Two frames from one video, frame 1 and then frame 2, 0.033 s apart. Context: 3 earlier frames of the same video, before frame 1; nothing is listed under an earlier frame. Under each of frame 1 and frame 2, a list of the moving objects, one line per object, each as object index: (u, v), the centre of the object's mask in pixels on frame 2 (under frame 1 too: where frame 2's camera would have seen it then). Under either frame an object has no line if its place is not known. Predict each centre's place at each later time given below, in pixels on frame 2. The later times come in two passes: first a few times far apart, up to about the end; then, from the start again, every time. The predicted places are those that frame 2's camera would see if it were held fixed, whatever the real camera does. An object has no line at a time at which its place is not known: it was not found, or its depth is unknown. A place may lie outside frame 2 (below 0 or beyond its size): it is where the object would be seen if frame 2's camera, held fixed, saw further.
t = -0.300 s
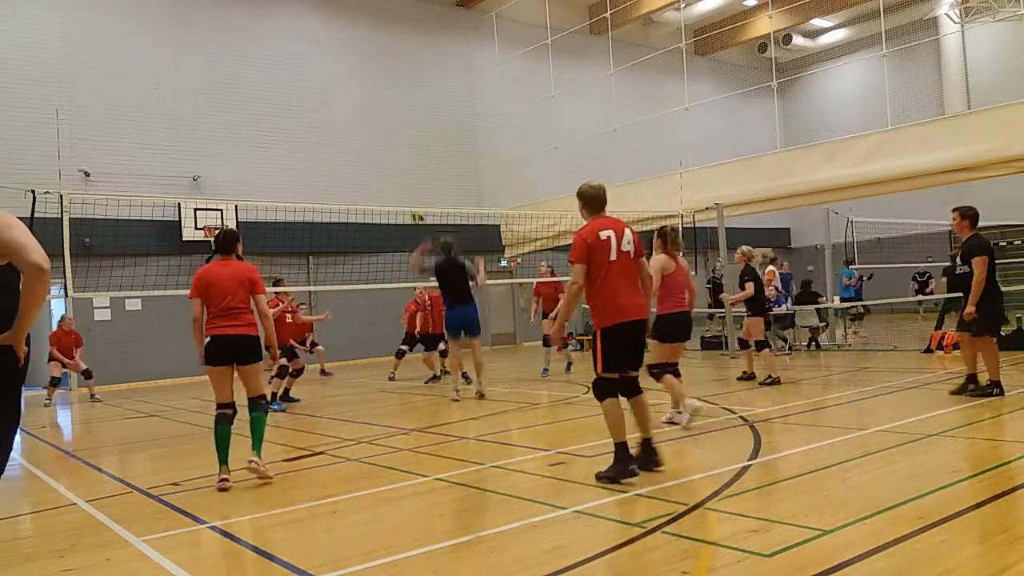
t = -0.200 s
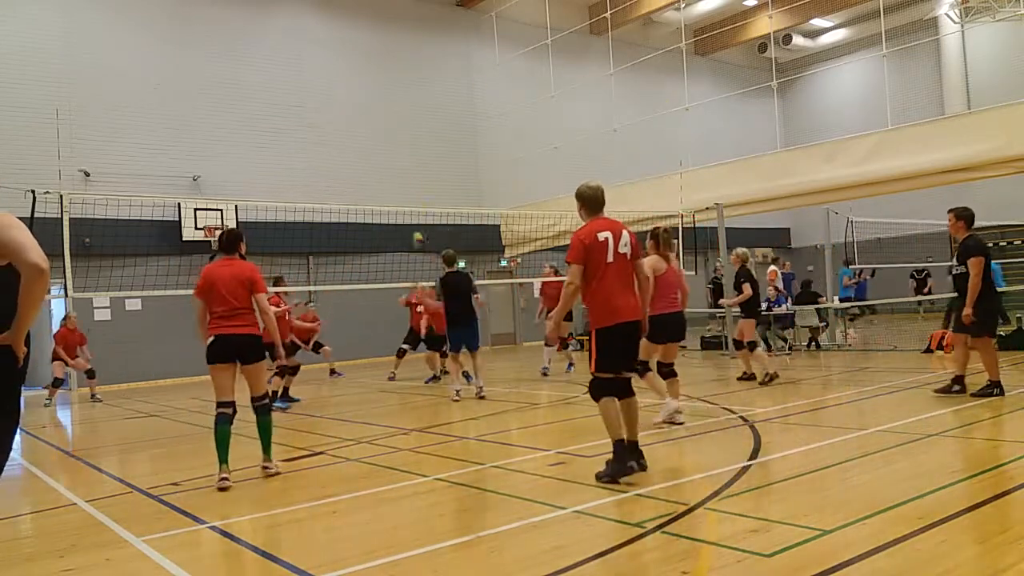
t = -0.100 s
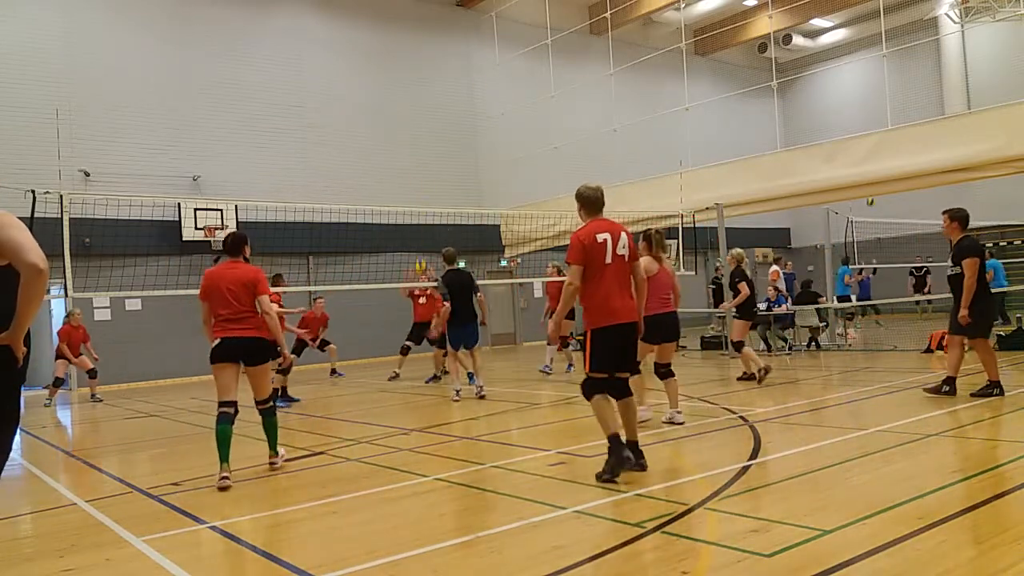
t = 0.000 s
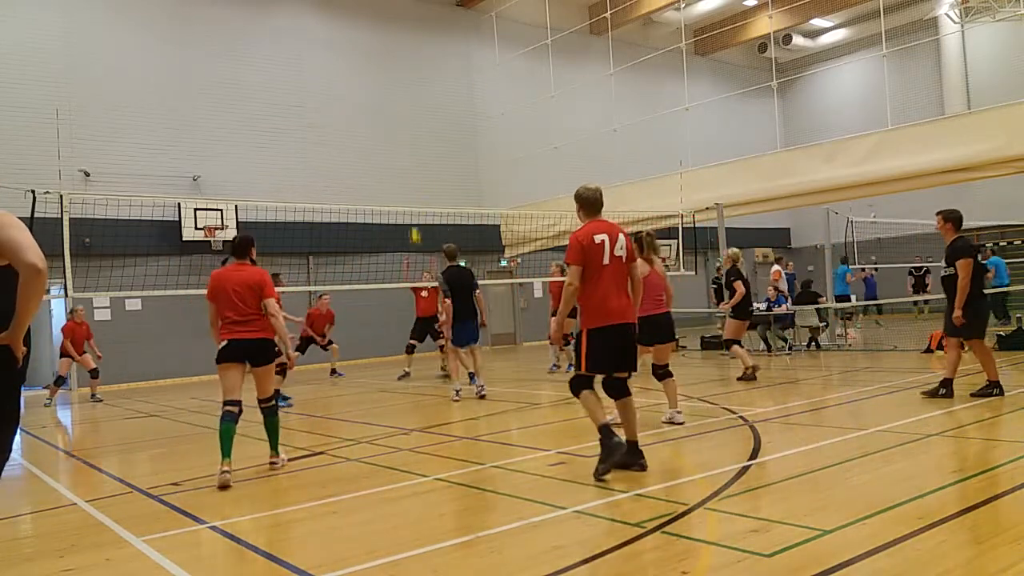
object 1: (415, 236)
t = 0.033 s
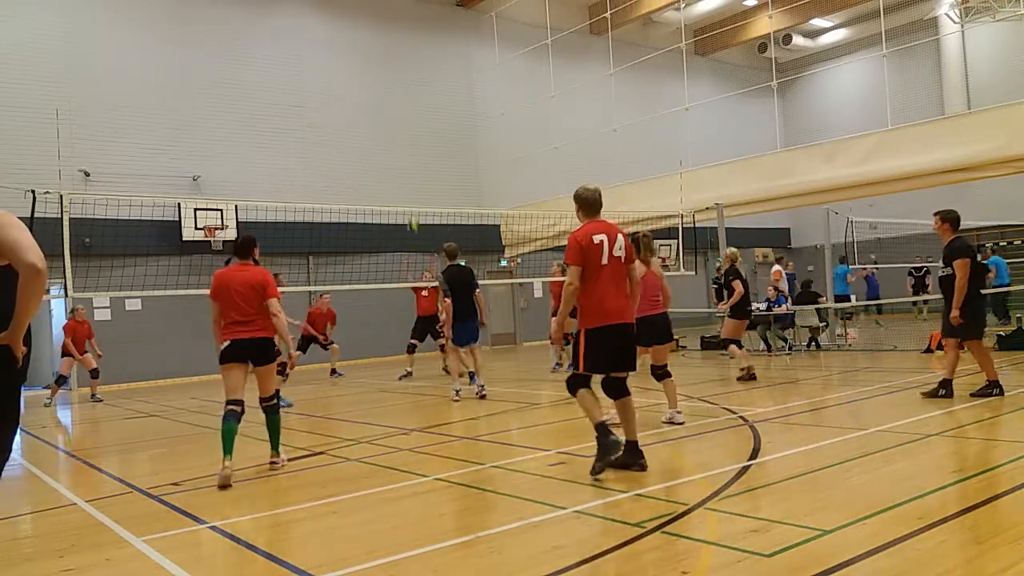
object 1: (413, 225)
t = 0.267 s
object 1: (399, 152)
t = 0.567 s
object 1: (385, 108)
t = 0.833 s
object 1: (376, 112)
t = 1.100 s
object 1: (367, 162)
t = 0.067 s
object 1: (409, 213)
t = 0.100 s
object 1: (409, 199)
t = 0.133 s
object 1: (406, 190)
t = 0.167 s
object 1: (404, 180)
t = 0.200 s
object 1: (403, 172)
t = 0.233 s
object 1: (401, 161)
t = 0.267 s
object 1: (399, 152)
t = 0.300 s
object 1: (398, 145)
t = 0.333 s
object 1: (396, 137)
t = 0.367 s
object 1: (394, 131)
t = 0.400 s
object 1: (393, 125)
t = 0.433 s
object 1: (391, 121)
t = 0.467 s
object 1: (390, 116)
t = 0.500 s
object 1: (388, 113)
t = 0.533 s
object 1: (386, 110)
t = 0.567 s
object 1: (385, 108)
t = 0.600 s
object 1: (383, 106)
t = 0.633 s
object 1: (382, 105)
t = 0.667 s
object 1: (381, 104)
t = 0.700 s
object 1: (380, 105)
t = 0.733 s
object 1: (378, 106)
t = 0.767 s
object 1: (377, 107)
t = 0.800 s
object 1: (377, 109)
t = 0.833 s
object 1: (376, 112)
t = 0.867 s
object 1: (375, 116)
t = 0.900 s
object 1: (373, 120)
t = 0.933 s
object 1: (372, 125)
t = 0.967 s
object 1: (371, 131)
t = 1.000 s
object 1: (370, 139)
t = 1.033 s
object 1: (369, 146)
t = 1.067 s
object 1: (368, 153)
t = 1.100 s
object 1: (367, 162)
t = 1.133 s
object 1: (367, 171)
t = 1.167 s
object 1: (366, 181)
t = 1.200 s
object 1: (366, 193)
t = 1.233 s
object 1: (365, 201)
